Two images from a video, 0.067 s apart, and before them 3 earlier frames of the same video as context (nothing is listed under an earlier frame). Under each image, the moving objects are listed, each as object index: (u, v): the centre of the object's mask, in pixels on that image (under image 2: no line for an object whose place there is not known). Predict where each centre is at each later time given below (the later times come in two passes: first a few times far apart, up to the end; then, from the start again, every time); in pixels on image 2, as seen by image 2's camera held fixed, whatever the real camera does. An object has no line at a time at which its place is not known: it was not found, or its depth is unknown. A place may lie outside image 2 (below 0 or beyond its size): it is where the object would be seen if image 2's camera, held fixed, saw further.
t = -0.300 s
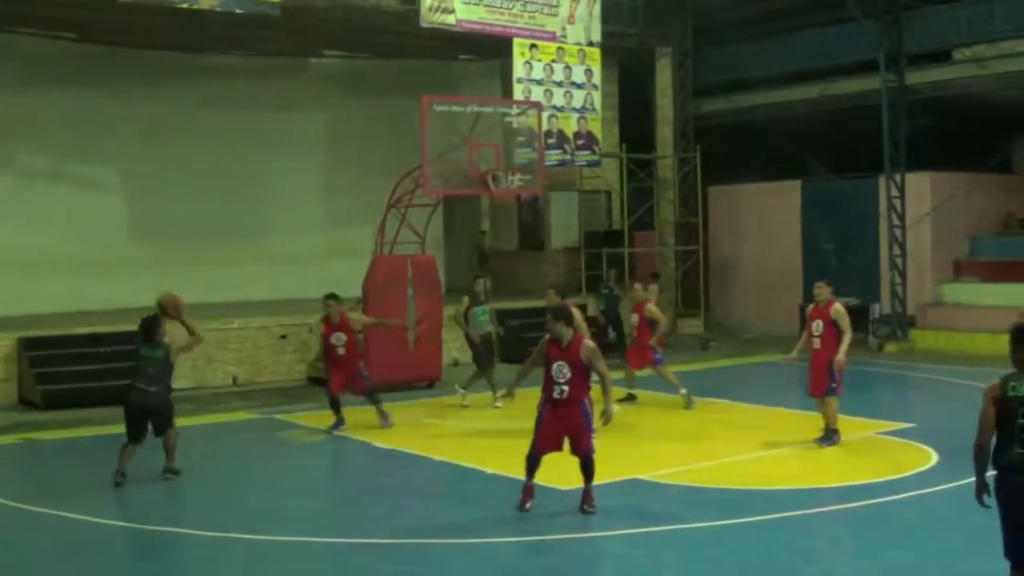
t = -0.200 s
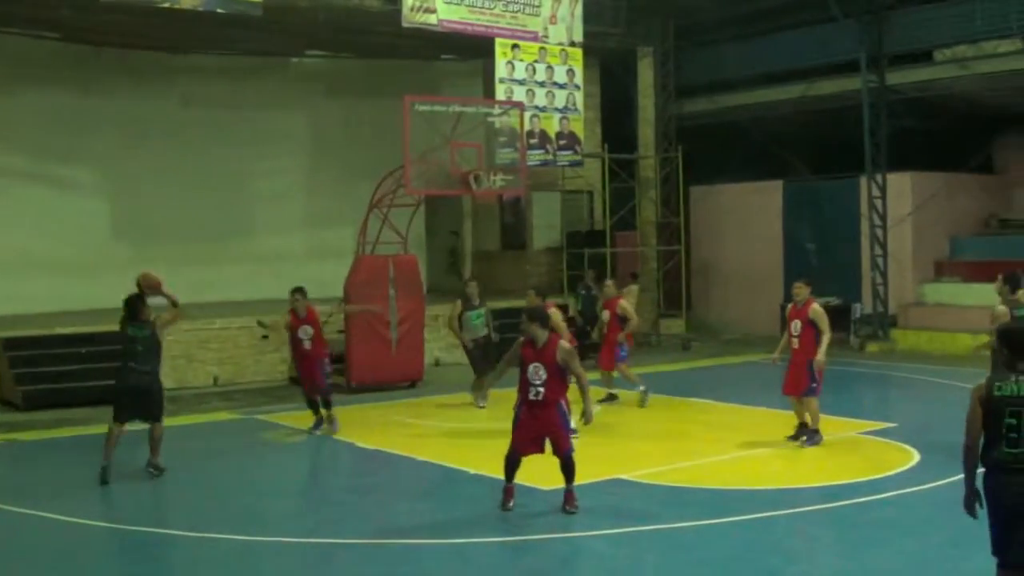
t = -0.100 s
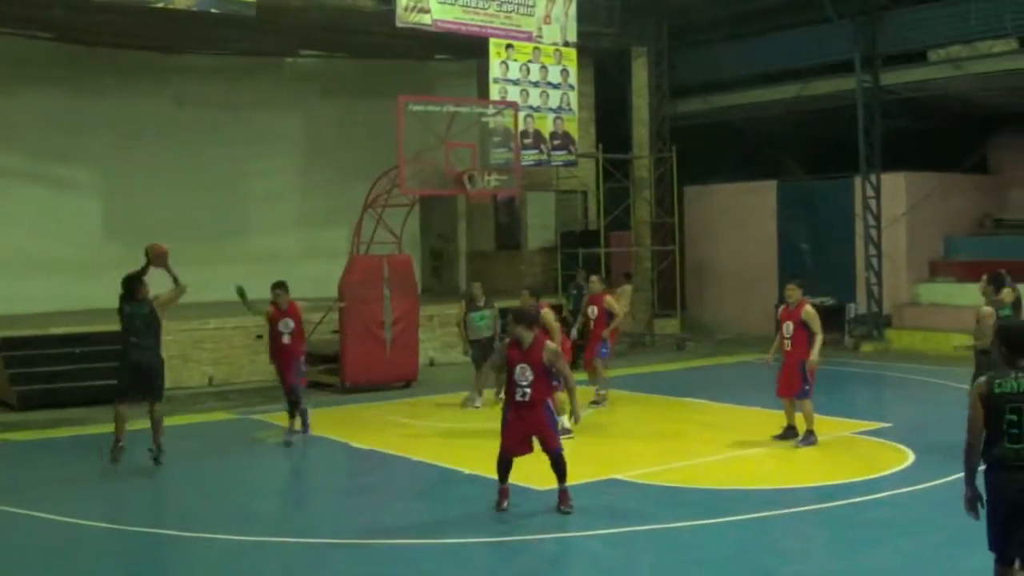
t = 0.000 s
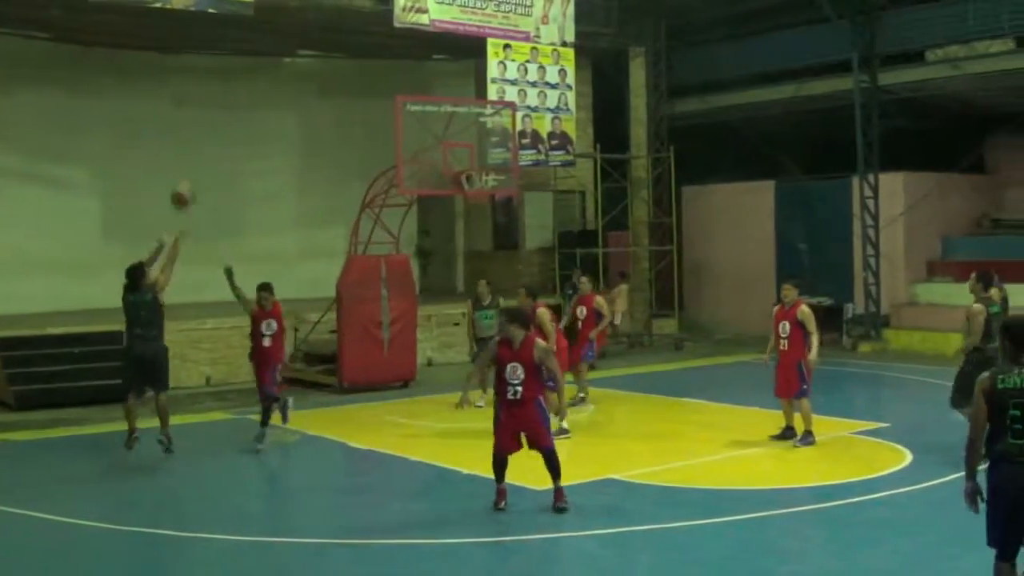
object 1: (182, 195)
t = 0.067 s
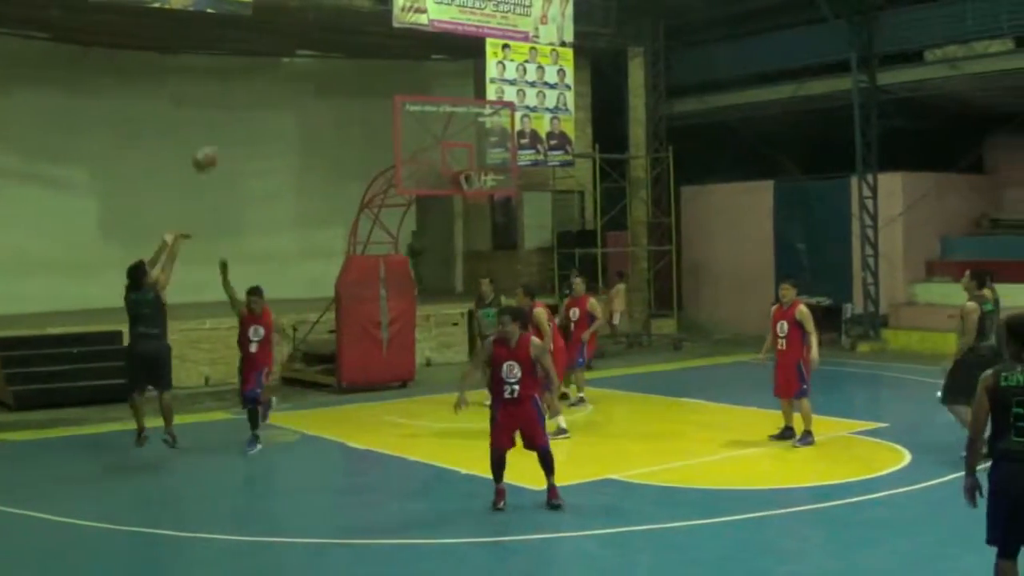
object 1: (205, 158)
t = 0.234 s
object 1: (256, 88)
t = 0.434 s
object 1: (312, 46)
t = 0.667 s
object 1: (368, 46)
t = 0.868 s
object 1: (413, 80)
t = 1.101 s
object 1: (456, 162)
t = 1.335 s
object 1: (436, 154)
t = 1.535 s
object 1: (405, 171)
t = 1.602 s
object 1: (401, 193)
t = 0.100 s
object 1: (215, 141)
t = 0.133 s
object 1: (227, 127)
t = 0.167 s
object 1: (238, 114)
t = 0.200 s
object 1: (246, 101)
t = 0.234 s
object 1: (256, 88)
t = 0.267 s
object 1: (265, 78)
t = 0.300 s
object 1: (274, 71)
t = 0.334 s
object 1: (284, 63)
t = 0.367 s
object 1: (294, 54)
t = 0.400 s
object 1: (302, 51)
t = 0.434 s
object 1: (312, 46)
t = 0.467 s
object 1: (321, 44)
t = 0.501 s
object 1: (328, 43)
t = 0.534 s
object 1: (336, 41)
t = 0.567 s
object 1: (343, 41)
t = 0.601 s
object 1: (351, 42)
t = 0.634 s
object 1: (360, 44)
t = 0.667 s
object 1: (368, 46)
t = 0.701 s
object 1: (375, 50)
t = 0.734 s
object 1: (383, 54)
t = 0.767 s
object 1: (390, 58)
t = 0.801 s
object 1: (398, 65)
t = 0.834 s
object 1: (406, 72)
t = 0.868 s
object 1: (413, 80)
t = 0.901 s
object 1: (422, 89)
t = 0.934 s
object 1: (428, 98)
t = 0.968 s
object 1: (433, 110)
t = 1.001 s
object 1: (438, 121)
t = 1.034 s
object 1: (443, 132)
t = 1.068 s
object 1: (449, 143)
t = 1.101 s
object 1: (456, 162)
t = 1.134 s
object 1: (461, 164)
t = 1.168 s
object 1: (458, 162)
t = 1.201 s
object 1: (456, 159)
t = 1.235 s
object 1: (451, 158)
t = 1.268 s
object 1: (447, 155)
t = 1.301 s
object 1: (440, 153)
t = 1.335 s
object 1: (436, 154)
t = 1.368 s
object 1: (432, 155)
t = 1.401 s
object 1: (426, 157)
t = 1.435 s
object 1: (420, 163)
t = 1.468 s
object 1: (419, 164)
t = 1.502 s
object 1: (412, 167)
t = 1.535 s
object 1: (405, 171)
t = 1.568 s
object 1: (403, 180)
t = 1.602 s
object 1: (401, 193)
